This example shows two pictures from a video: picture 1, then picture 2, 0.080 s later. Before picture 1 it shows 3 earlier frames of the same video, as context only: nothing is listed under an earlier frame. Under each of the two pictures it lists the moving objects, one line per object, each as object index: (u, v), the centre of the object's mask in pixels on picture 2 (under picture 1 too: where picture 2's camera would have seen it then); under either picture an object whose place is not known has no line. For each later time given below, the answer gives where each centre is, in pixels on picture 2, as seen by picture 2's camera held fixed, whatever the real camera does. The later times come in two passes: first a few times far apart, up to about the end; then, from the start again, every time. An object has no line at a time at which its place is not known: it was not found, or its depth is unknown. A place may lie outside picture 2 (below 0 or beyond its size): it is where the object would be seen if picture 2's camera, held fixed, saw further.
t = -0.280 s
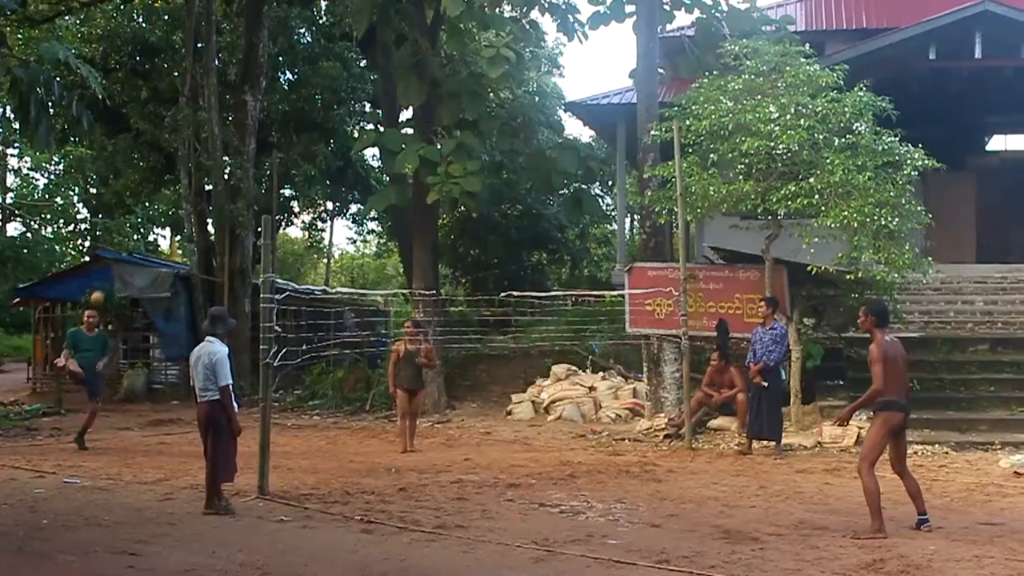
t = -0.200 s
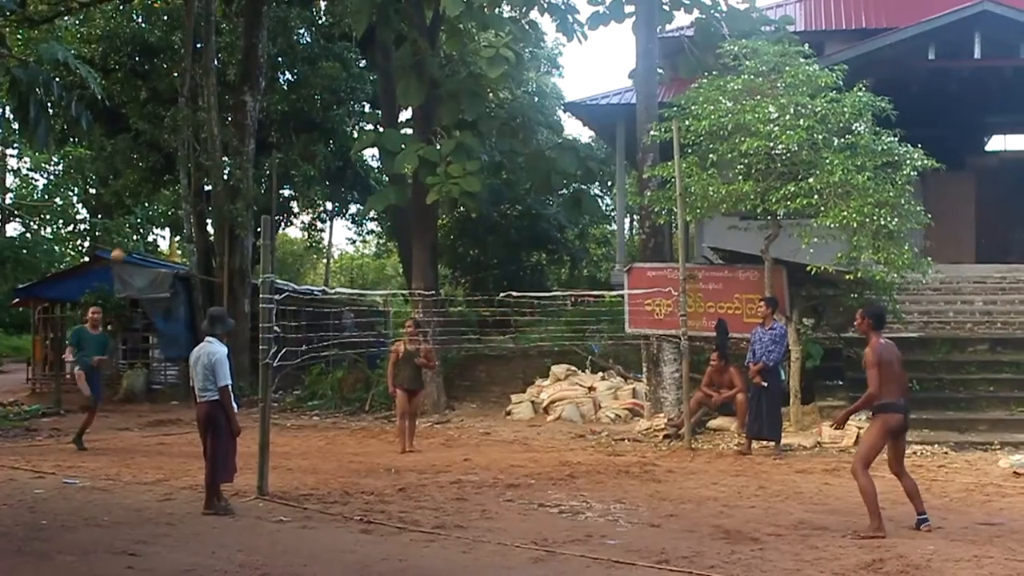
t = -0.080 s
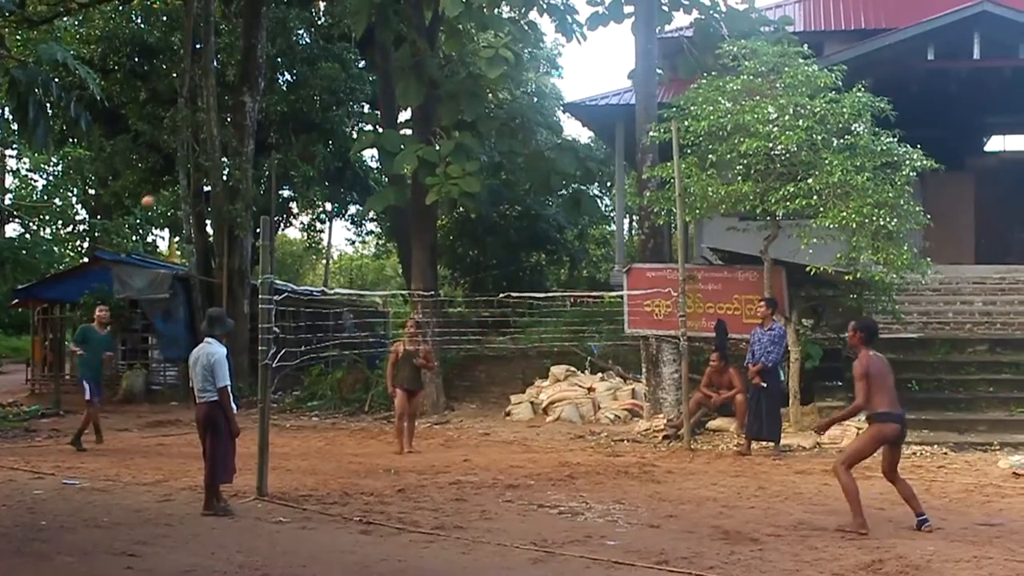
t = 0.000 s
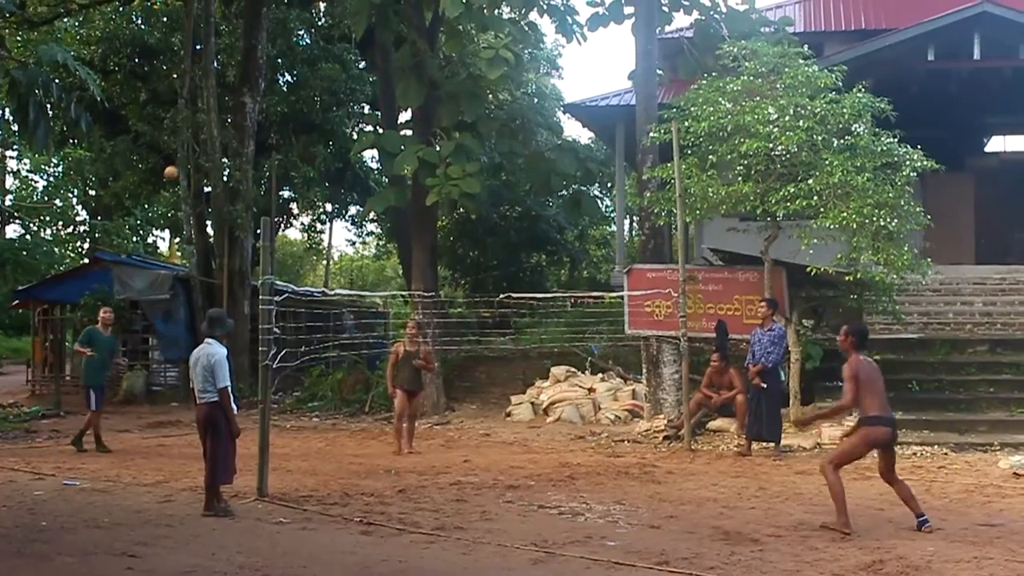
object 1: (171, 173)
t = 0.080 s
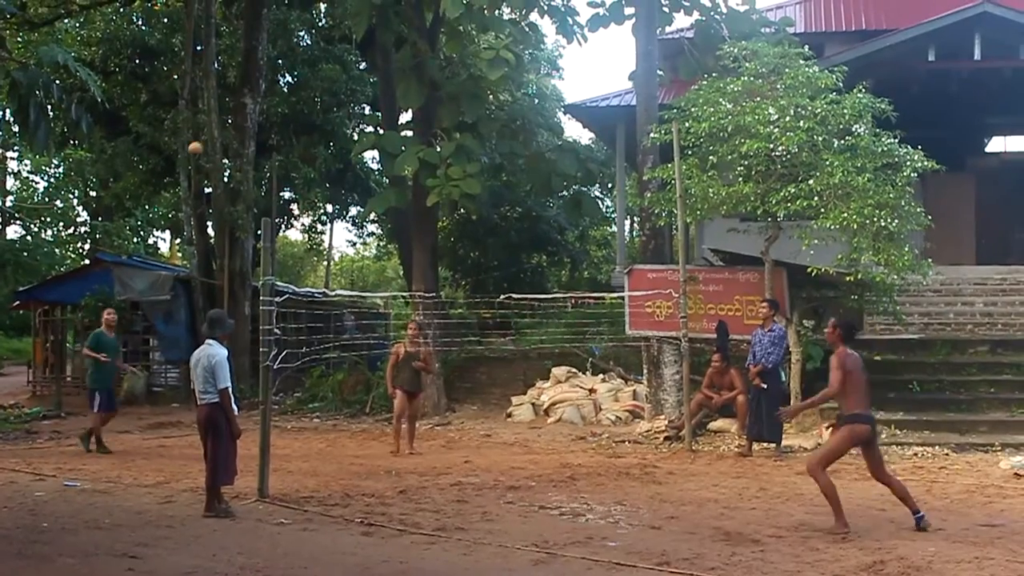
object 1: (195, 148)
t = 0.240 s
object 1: (245, 115)
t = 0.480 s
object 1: (329, 113)
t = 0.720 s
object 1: (427, 184)
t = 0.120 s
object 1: (206, 137)
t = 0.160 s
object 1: (219, 129)
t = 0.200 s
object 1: (232, 121)
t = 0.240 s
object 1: (245, 115)
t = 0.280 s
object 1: (259, 110)
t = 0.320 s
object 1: (271, 108)
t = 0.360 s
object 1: (285, 107)
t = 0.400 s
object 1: (300, 107)
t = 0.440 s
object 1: (314, 109)
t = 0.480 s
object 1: (329, 113)
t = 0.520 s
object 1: (345, 120)
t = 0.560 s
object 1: (360, 128)
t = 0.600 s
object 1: (376, 140)
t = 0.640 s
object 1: (392, 151)
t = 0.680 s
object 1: (410, 168)
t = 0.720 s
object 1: (427, 184)
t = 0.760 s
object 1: (445, 204)
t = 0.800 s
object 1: (463, 227)
